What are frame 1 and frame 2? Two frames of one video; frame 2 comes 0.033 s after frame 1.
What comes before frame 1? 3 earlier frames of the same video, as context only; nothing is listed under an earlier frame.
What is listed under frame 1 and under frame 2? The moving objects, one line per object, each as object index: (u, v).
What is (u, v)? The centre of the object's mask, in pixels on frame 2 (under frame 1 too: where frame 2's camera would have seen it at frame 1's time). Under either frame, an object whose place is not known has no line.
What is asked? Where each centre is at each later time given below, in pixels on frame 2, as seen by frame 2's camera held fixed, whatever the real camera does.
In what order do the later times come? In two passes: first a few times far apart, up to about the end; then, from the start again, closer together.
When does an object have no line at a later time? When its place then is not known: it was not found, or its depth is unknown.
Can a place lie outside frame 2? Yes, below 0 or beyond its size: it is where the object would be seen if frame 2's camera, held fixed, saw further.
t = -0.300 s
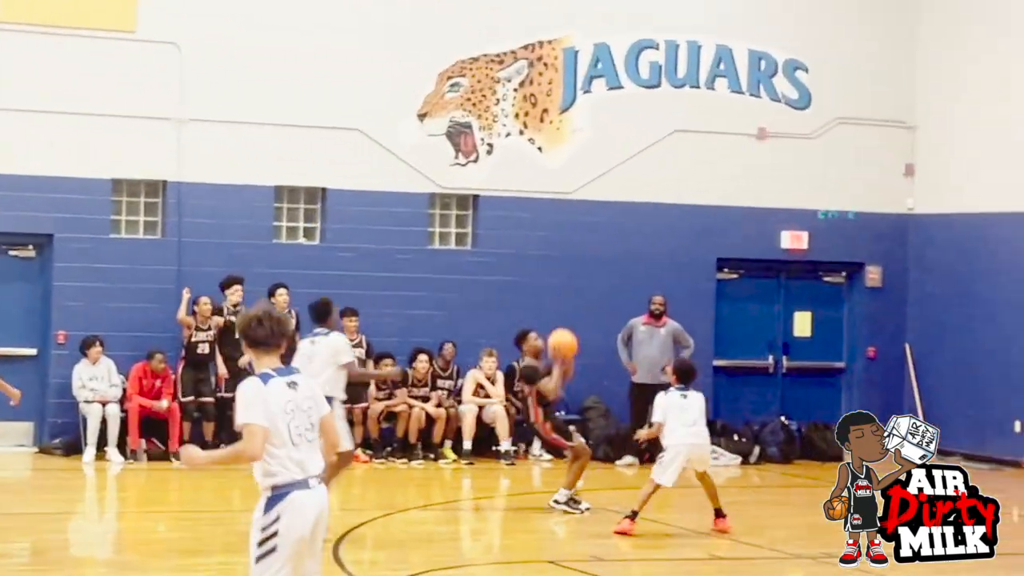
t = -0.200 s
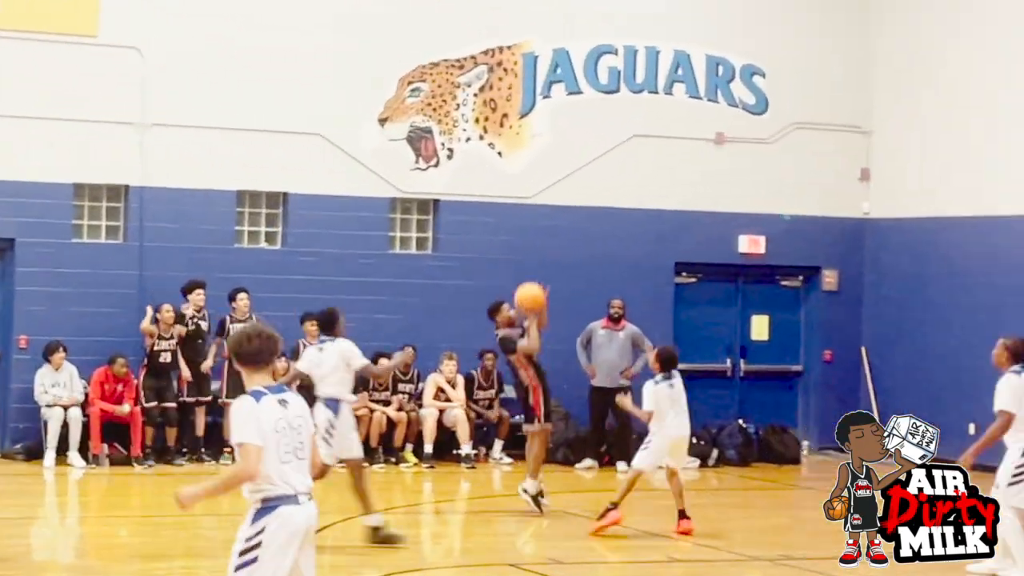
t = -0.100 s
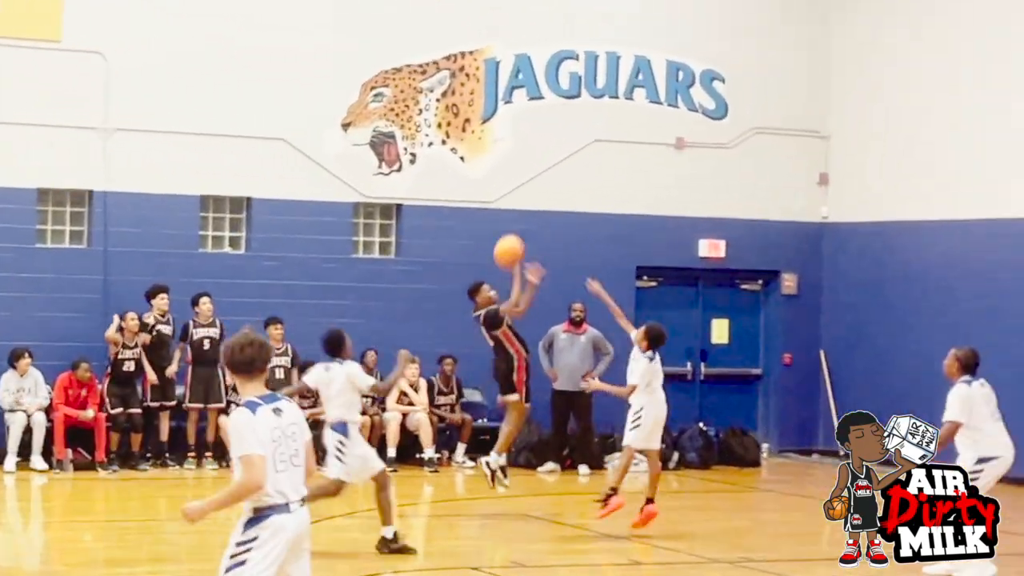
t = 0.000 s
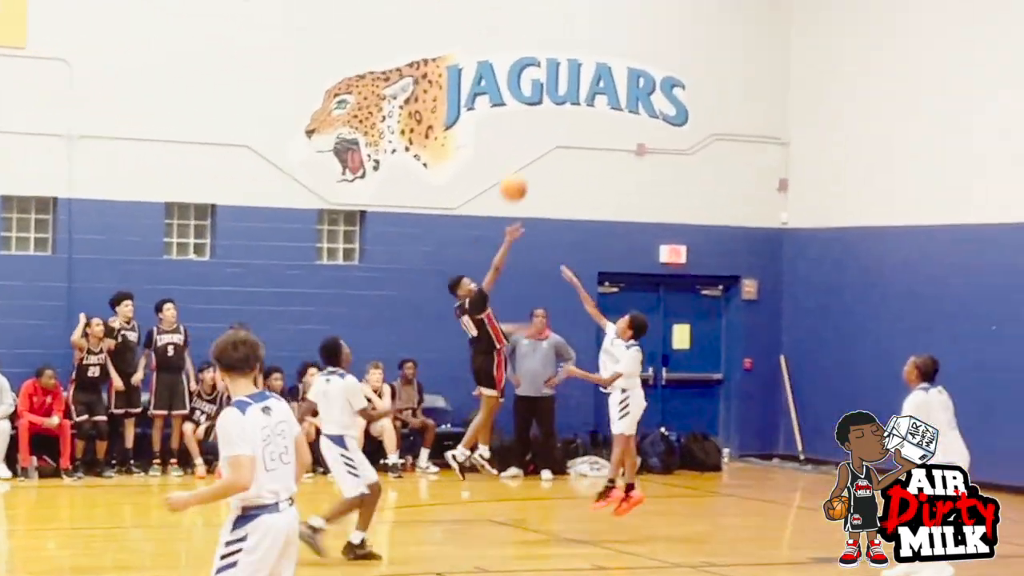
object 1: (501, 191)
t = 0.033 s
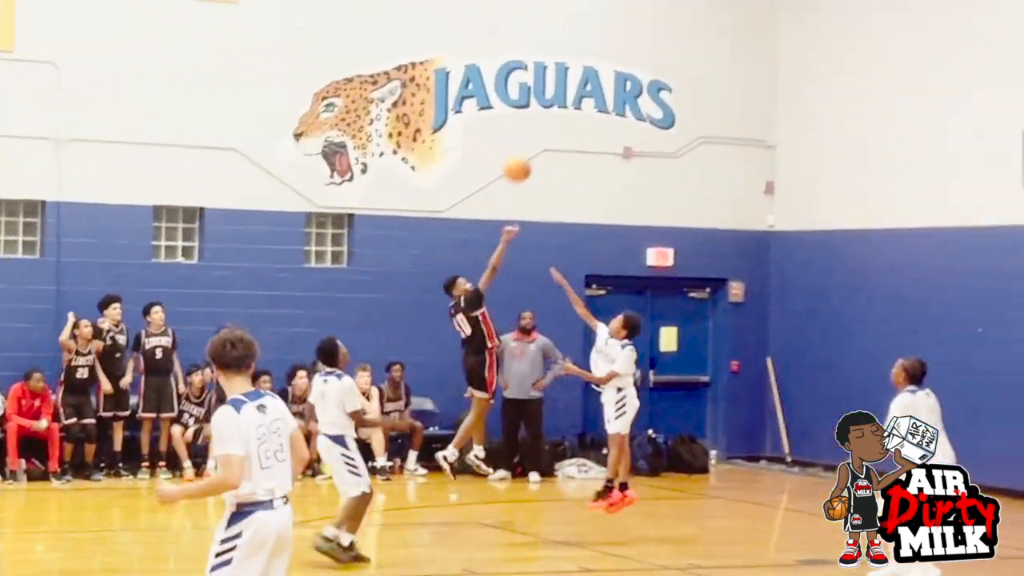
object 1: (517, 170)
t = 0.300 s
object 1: (649, 31)
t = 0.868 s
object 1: (961, 13)
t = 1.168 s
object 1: (1077, 174)
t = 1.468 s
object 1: (1053, 186)
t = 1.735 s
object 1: (1113, 269)
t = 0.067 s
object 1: (534, 148)
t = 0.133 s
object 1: (565, 108)
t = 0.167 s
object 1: (582, 90)
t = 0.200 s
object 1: (598, 75)
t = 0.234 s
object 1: (615, 59)
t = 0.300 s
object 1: (649, 31)
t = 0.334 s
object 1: (666, 19)
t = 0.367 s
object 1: (683, 9)
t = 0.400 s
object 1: (701, -1)
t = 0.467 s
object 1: (735, -17)
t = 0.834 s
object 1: (941, 2)
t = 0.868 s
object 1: (961, 13)
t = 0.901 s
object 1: (981, 25)
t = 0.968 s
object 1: (1022, 57)
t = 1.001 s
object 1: (1043, 74)
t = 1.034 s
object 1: (1064, 95)
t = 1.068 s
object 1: (1085, 117)
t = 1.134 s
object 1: (1102, 158)
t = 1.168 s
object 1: (1077, 174)
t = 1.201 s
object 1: (1059, 180)
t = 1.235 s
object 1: (1049, 176)
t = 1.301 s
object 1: (1040, 171)
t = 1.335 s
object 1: (1039, 172)
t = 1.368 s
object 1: (1041, 173)
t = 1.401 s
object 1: (1043, 176)
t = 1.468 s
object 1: (1053, 186)
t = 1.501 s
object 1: (1059, 191)
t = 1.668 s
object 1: (1099, 239)
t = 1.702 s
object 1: (1111, 250)
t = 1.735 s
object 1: (1113, 269)
